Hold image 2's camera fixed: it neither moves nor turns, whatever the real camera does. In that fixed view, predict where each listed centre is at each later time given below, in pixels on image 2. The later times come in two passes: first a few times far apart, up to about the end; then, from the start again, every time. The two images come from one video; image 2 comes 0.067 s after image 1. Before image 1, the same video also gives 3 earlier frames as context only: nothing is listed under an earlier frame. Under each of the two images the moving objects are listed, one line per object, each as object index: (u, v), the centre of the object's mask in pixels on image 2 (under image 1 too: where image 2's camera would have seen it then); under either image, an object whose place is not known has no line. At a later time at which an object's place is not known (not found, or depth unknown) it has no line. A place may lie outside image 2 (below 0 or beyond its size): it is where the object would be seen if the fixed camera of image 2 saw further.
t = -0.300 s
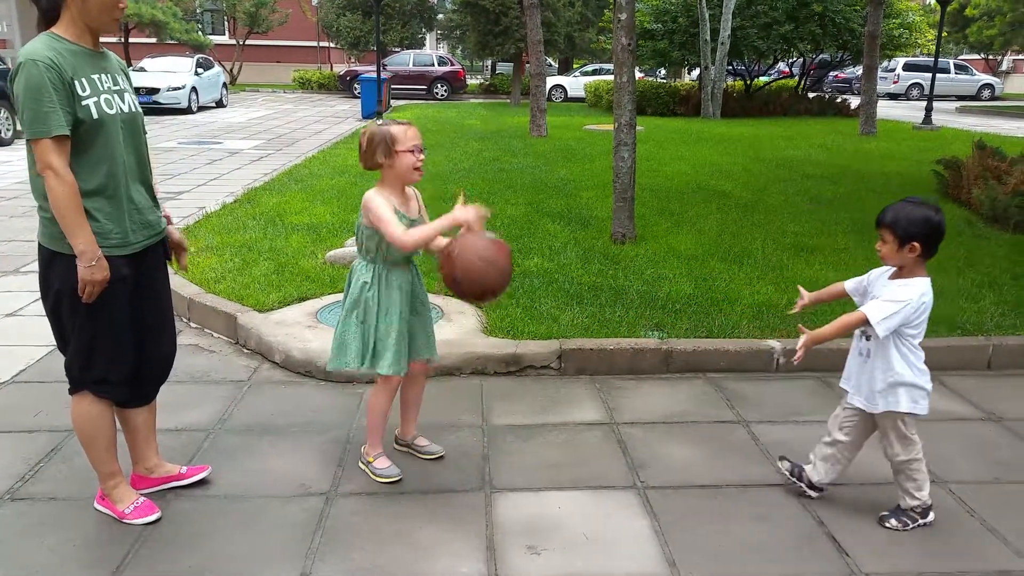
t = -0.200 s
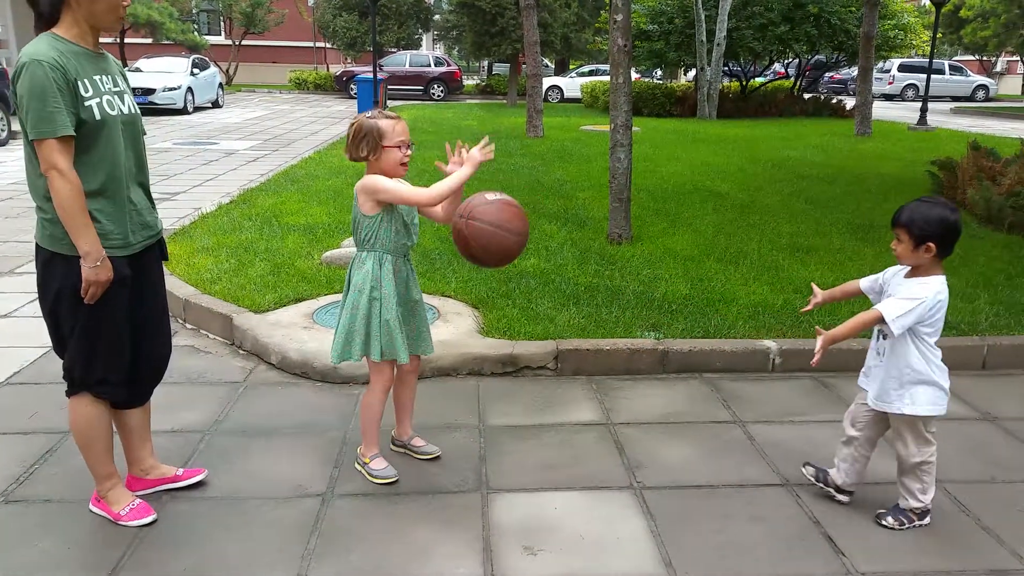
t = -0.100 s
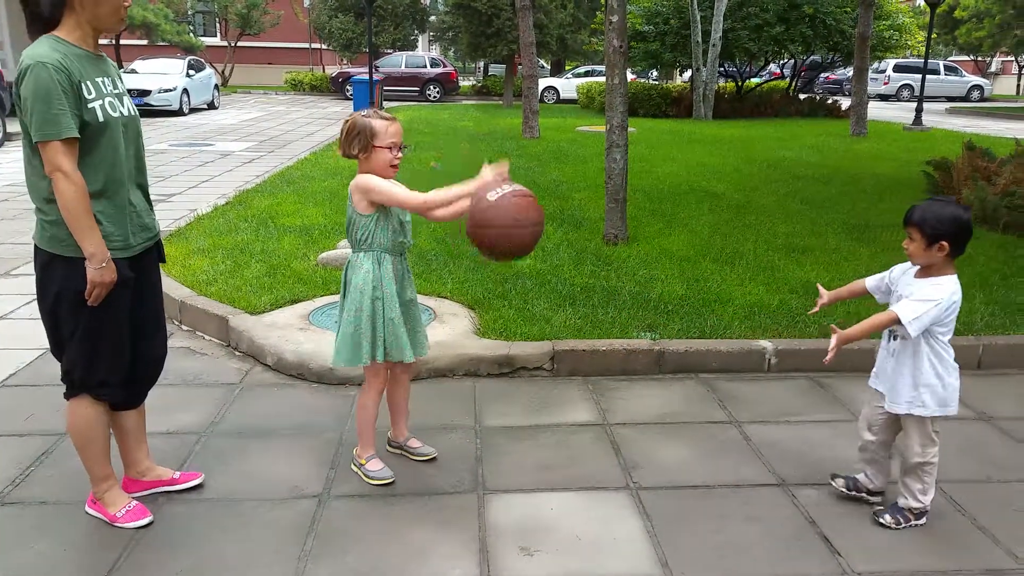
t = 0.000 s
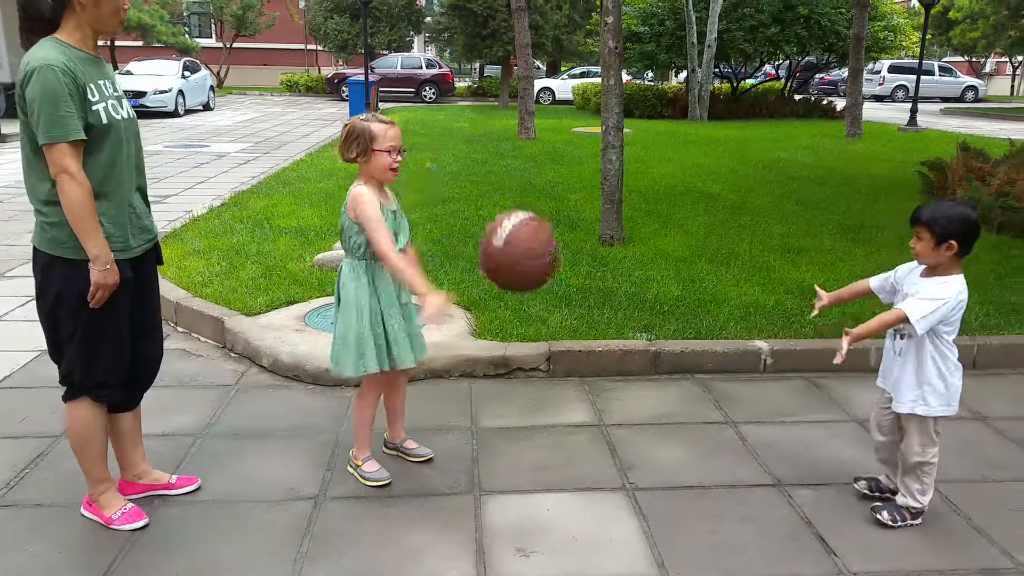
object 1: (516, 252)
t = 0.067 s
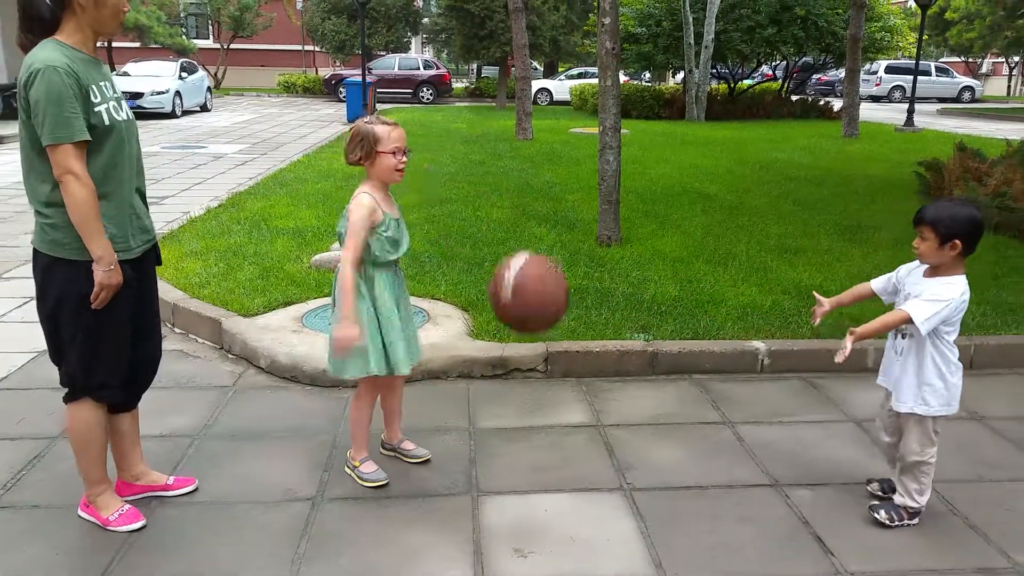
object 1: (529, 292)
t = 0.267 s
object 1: (565, 510)
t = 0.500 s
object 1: (573, 393)
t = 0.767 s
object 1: (575, 457)
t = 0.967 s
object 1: (580, 526)
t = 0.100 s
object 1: (535, 318)
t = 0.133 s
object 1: (542, 348)
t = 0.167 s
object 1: (547, 383)
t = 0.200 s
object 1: (554, 421)
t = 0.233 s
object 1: (559, 464)
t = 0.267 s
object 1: (565, 510)
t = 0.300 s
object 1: (566, 491)
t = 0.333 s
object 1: (568, 467)
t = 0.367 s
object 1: (569, 447)
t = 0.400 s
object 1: (570, 429)
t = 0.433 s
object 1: (571, 414)
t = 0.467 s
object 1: (572, 402)
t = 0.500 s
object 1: (573, 393)
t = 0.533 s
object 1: (573, 388)
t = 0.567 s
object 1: (575, 386)
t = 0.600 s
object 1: (575, 388)
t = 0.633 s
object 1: (576, 393)
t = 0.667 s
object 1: (576, 403)
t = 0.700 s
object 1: (576, 417)
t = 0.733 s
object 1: (575, 436)
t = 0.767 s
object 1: (575, 457)
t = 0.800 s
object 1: (576, 484)
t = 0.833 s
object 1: (575, 515)
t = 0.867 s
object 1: (575, 543)
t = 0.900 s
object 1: (576, 550)
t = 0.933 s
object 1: (579, 540)
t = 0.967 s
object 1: (580, 526)
